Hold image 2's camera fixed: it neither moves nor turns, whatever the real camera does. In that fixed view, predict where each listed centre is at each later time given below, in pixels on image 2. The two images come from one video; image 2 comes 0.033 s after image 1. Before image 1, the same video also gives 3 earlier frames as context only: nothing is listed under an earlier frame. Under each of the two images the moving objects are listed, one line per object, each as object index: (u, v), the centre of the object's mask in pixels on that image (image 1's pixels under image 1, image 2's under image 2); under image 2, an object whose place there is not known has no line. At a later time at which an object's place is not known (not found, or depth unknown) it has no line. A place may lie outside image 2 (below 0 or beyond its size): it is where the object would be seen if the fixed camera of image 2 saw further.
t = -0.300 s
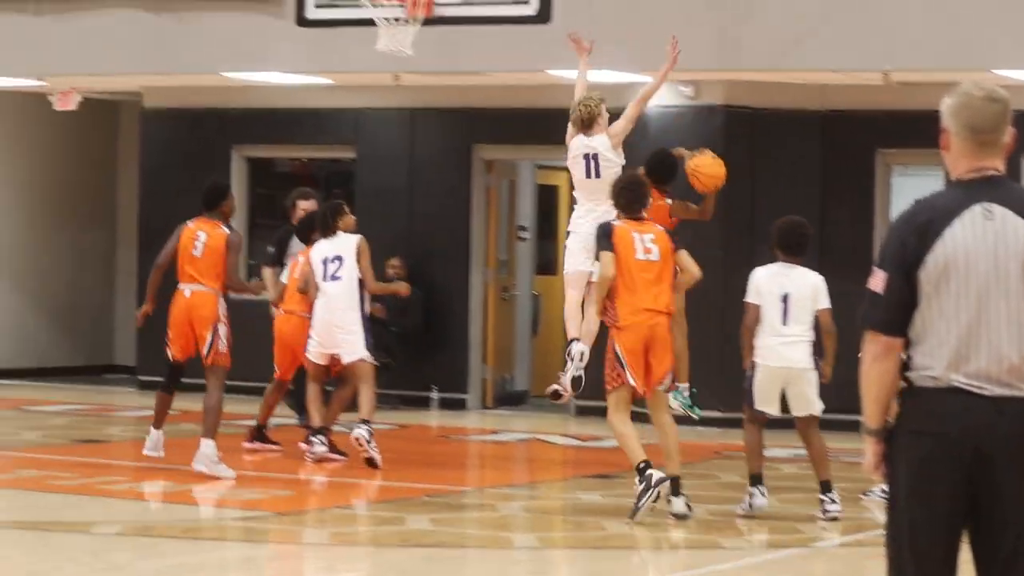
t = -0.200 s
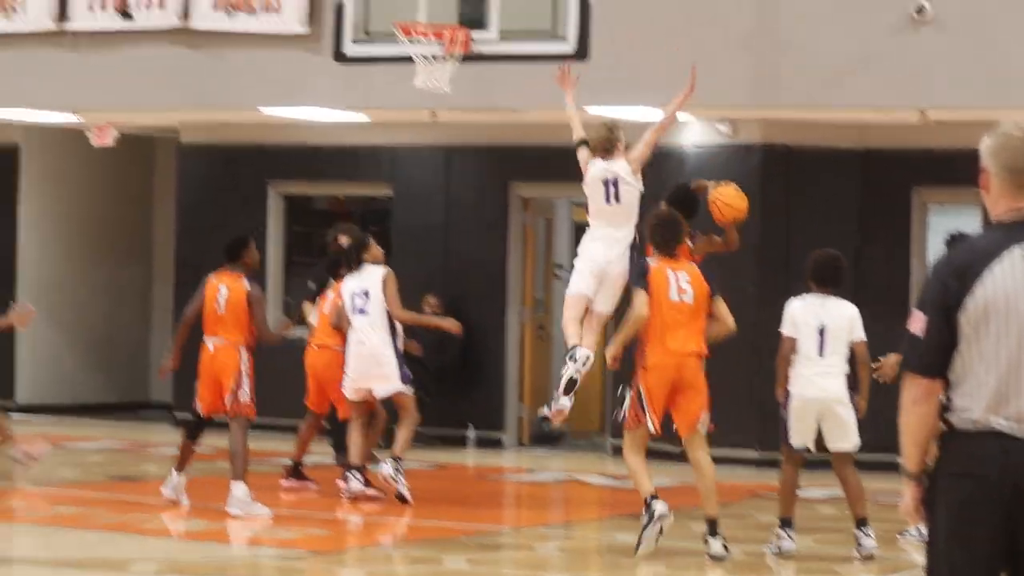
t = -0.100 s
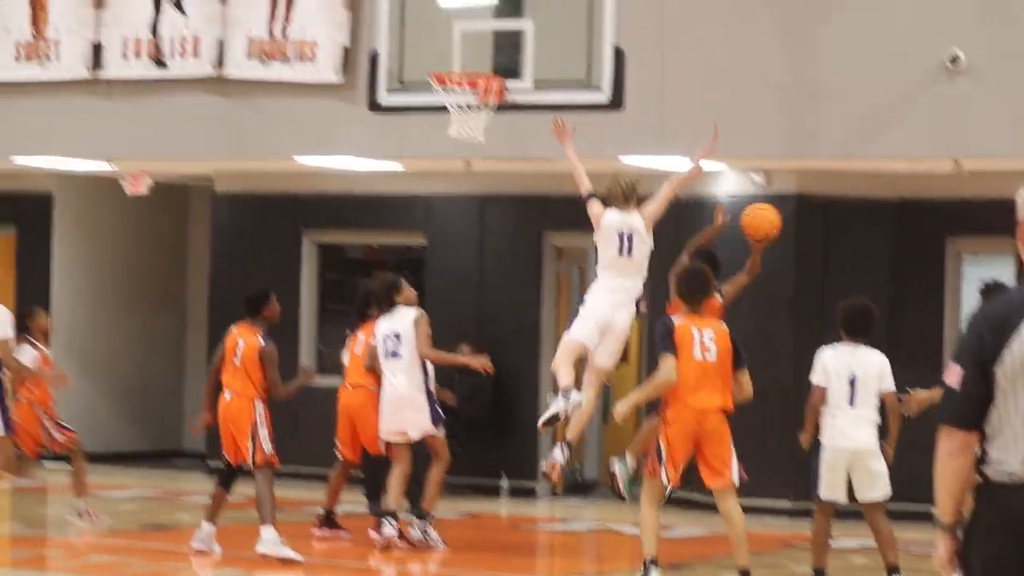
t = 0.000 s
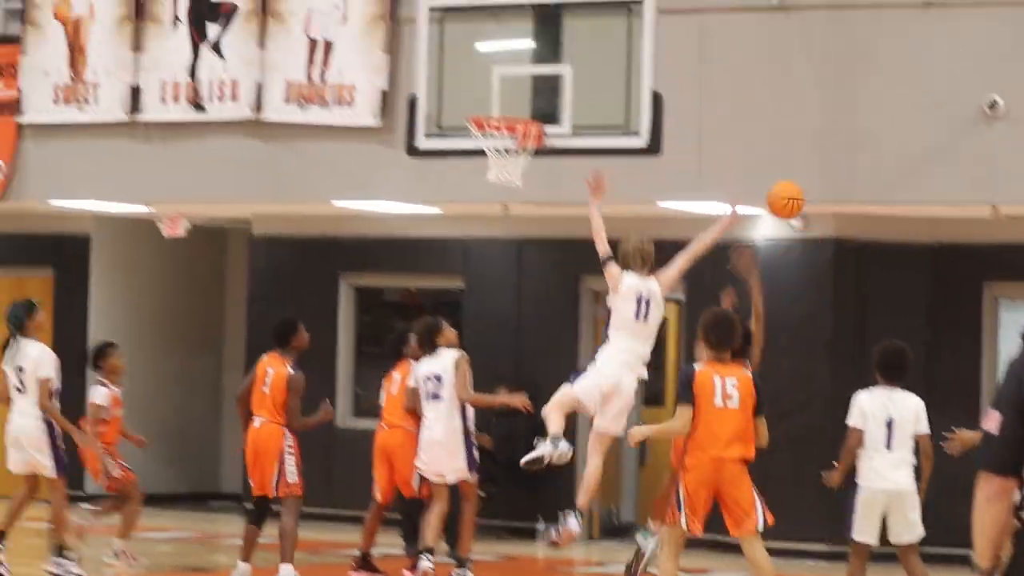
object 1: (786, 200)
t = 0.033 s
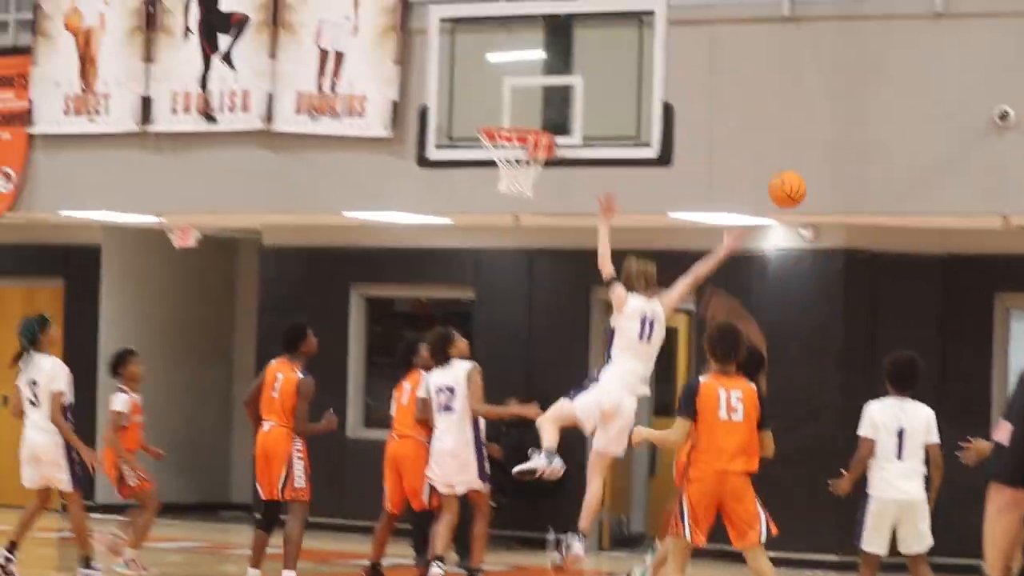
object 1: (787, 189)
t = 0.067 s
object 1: (778, 170)
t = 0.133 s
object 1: (760, 136)
